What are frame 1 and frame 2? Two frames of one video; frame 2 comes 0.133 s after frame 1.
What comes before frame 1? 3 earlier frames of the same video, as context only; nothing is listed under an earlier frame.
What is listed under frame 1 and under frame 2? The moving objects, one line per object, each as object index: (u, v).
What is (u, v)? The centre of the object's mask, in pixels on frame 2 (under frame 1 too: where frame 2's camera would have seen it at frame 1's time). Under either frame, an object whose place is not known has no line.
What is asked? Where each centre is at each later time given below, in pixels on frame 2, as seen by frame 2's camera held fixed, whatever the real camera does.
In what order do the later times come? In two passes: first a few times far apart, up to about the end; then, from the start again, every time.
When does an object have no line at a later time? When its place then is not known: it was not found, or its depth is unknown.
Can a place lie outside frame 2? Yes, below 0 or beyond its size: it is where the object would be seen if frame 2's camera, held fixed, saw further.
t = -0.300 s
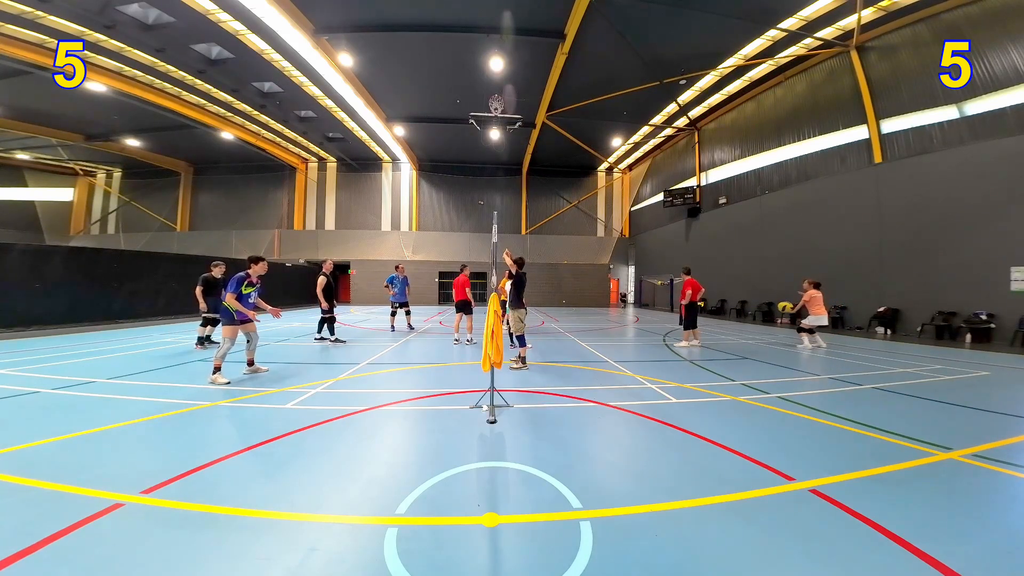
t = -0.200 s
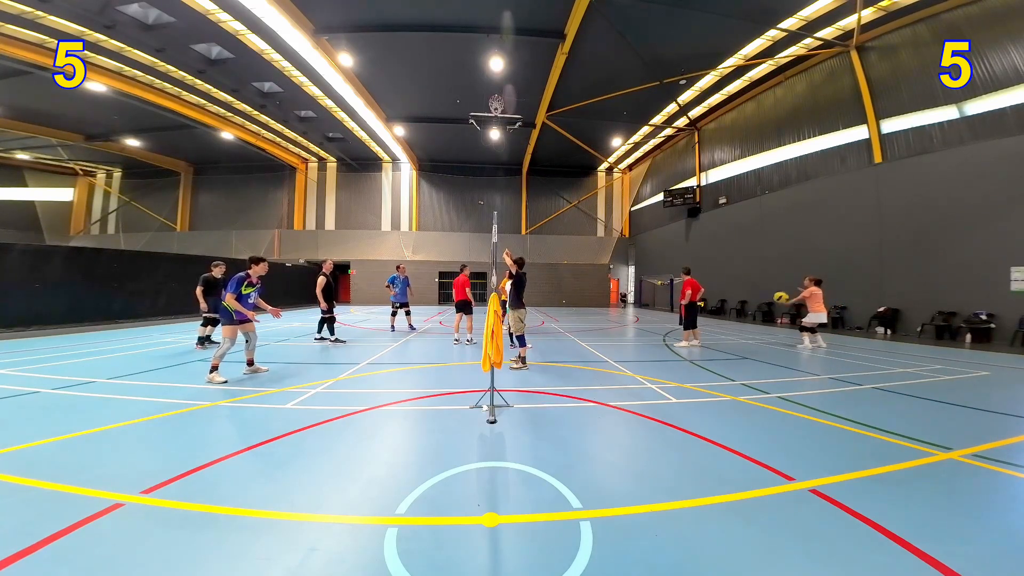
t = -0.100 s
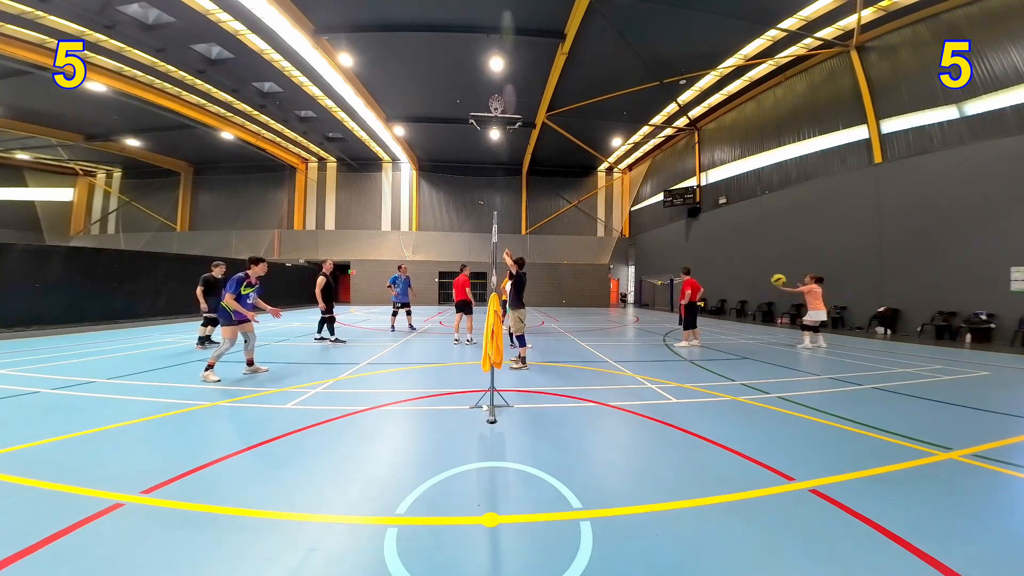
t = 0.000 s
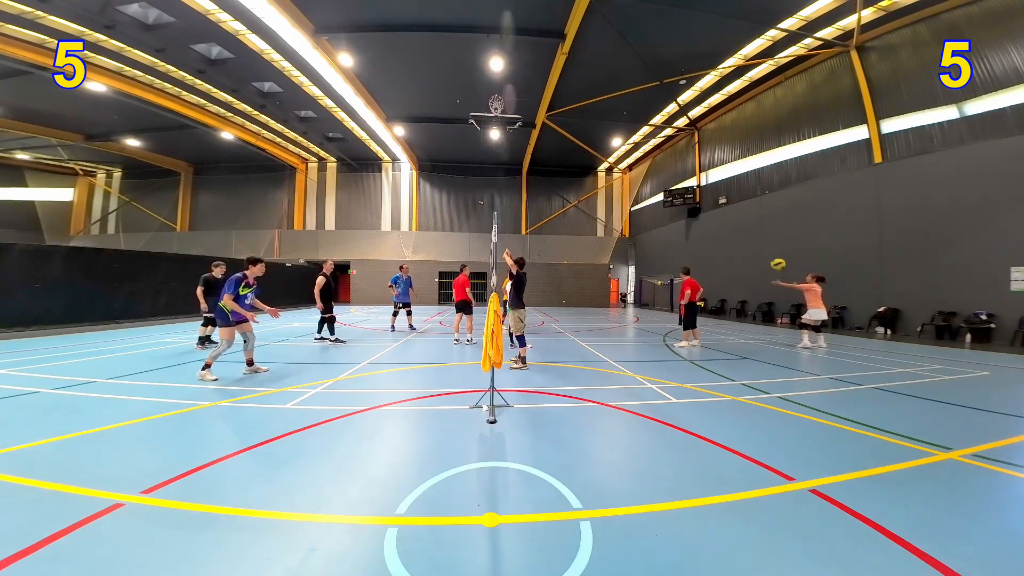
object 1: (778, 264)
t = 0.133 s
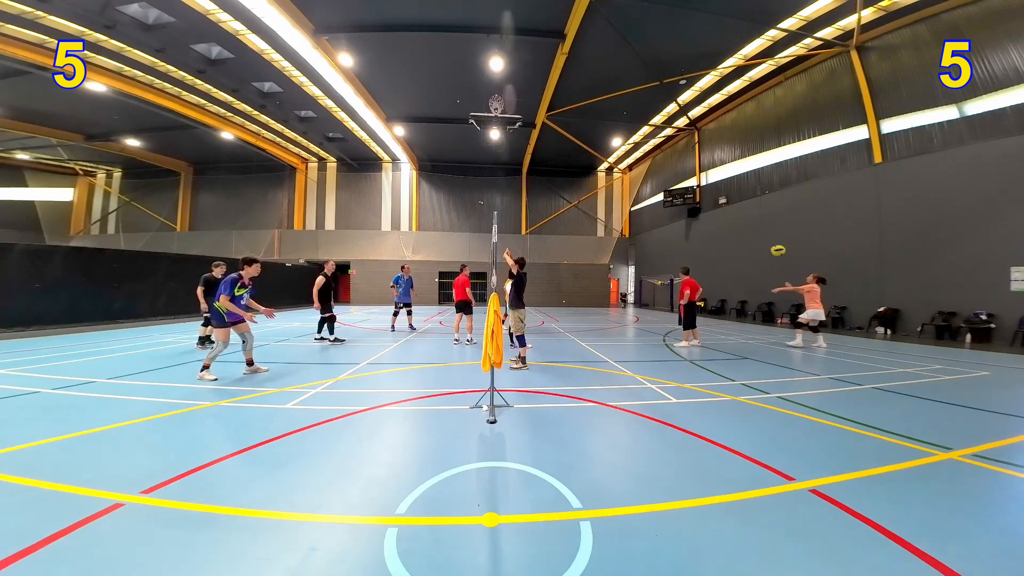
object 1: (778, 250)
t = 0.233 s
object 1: (778, 245)
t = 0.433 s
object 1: (776, 247)
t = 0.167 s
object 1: (778, 248)
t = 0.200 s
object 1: (778, 247)
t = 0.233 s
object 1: (778, 245)
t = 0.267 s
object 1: (778, 245)
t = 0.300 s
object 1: (777, 244)
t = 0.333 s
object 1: (777, 244)
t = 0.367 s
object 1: (777, 245)
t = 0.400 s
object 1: (777, 246)
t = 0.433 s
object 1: (776, 247)
